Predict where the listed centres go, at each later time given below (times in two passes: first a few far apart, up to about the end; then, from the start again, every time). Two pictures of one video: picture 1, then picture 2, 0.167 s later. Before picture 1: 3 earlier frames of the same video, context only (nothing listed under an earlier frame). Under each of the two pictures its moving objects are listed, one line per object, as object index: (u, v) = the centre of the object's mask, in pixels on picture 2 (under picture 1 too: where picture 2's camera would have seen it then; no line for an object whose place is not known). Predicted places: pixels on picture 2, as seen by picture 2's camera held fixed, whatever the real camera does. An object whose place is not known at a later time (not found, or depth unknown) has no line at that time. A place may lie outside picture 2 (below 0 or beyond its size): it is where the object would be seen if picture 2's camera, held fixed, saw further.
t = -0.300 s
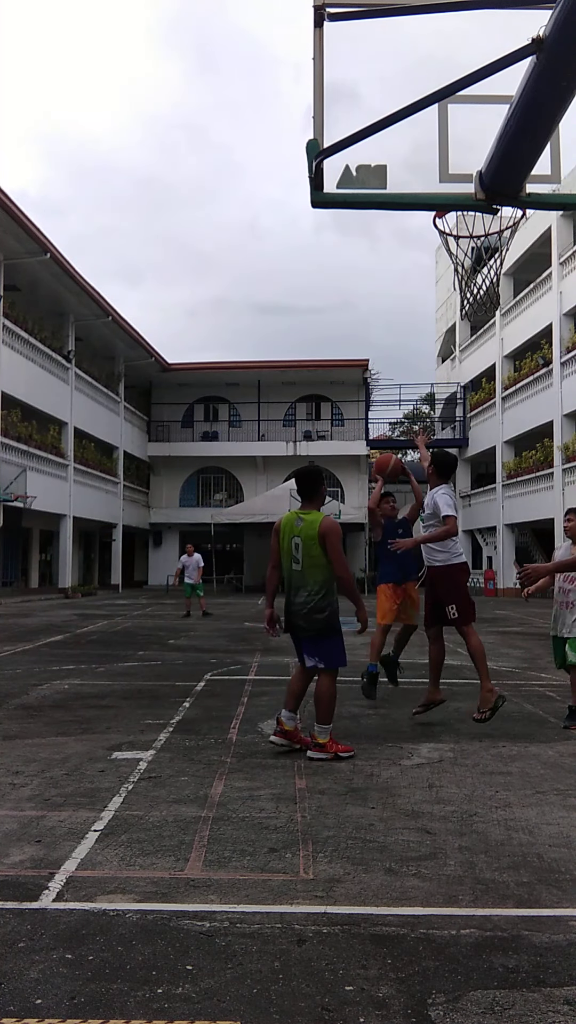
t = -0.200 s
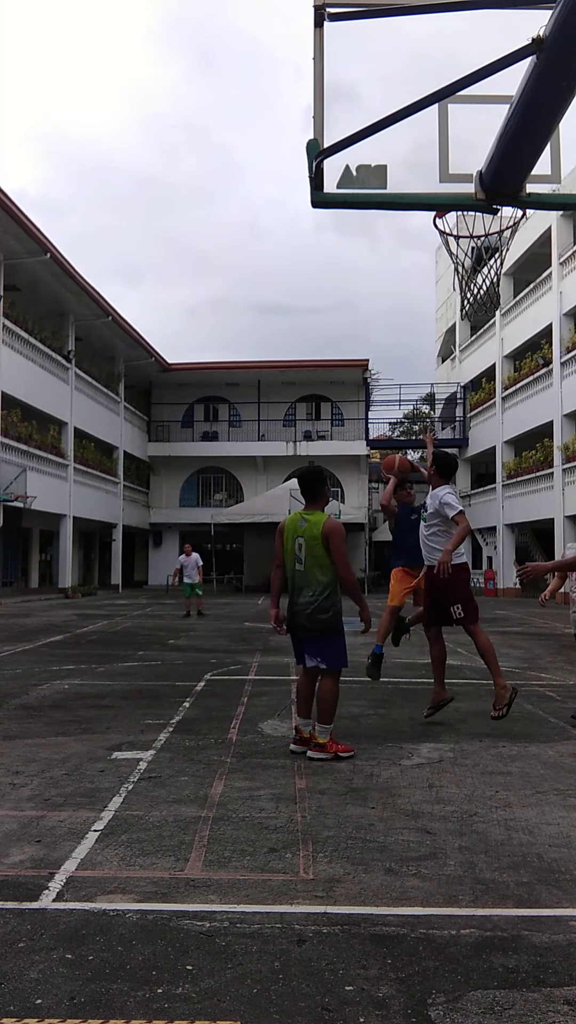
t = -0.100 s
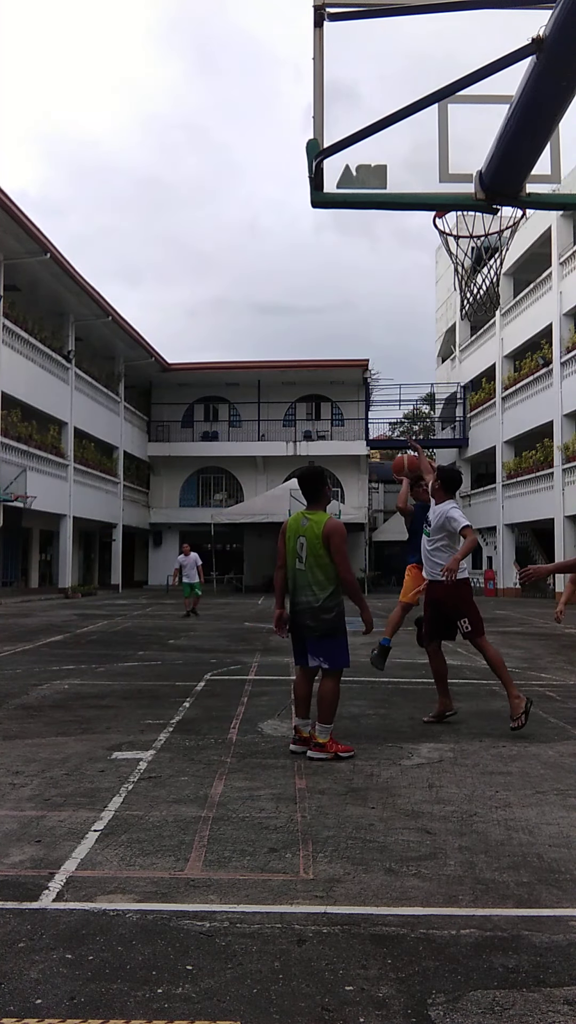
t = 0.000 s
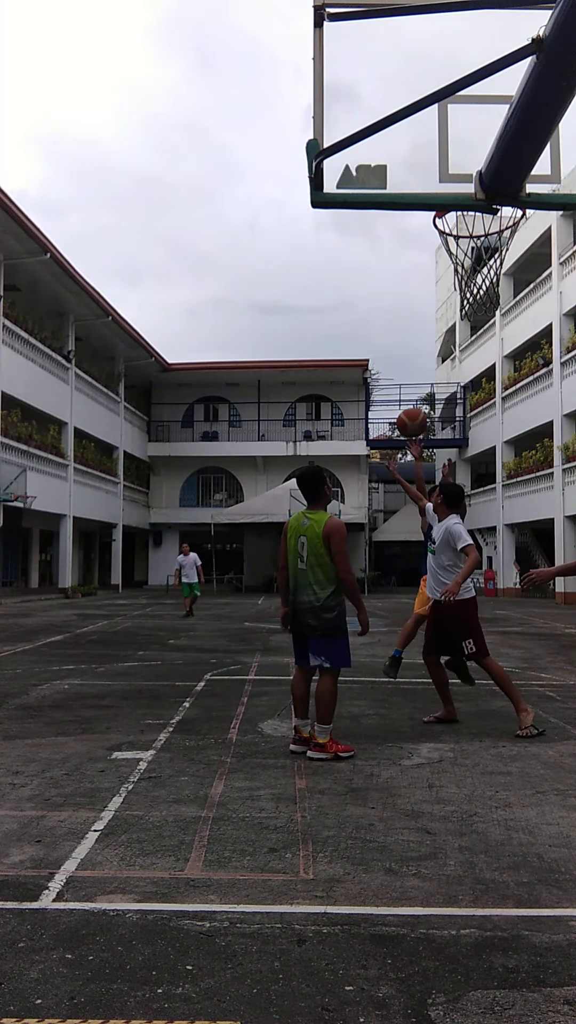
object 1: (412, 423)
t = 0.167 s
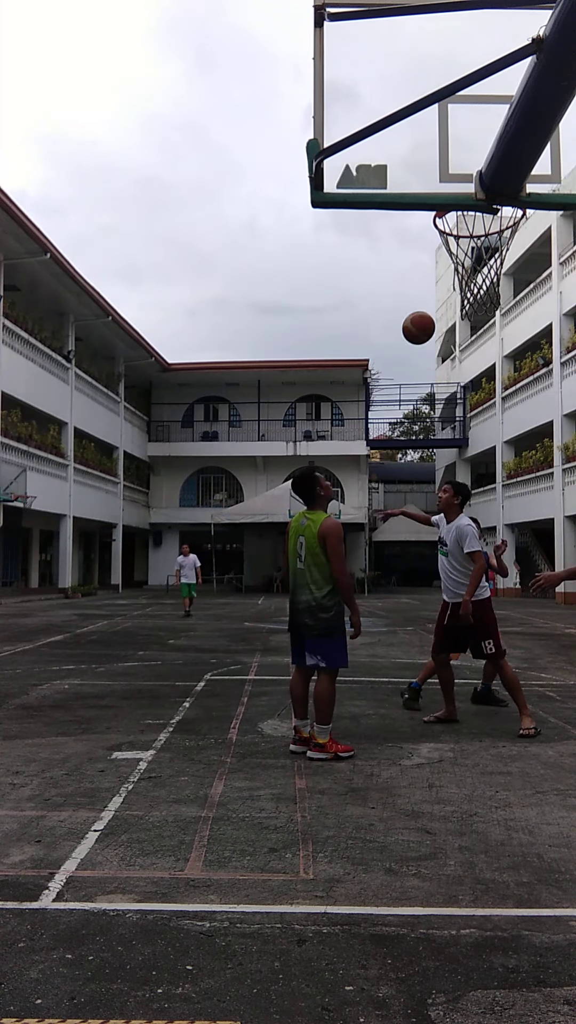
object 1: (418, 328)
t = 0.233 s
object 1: (422, 297)
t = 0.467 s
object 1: (432, 226)
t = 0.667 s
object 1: (431, 227)
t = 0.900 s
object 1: (398, 253)
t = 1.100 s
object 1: (353, 328)
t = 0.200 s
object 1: (420, 312)
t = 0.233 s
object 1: (422, 297)
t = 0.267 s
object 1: (423, 283)
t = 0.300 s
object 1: (425, 270)
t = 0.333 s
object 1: (426, 259)
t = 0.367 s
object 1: (428, 249)
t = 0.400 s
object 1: (428, 240)
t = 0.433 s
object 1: (427, 233)
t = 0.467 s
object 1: (432, 226)
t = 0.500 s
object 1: (427, 226)
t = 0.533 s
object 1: (427, 224)
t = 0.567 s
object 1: (428, 223)
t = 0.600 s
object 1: (429, 223)
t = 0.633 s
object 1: (430, 225)
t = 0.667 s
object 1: (431, 227)
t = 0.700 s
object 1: (434, 233)
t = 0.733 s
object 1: (431, 234)
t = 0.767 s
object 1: (427, 234)
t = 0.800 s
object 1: (418, 236)
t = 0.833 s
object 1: (415, 239)
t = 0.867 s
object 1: (407, 245)
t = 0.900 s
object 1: (398, 253)
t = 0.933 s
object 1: (390, 262)
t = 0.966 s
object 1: (382, 273)
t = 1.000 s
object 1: (375, 285)
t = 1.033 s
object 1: (368, 298)
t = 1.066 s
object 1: (360, 313)
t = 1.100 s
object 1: (353, 328)
